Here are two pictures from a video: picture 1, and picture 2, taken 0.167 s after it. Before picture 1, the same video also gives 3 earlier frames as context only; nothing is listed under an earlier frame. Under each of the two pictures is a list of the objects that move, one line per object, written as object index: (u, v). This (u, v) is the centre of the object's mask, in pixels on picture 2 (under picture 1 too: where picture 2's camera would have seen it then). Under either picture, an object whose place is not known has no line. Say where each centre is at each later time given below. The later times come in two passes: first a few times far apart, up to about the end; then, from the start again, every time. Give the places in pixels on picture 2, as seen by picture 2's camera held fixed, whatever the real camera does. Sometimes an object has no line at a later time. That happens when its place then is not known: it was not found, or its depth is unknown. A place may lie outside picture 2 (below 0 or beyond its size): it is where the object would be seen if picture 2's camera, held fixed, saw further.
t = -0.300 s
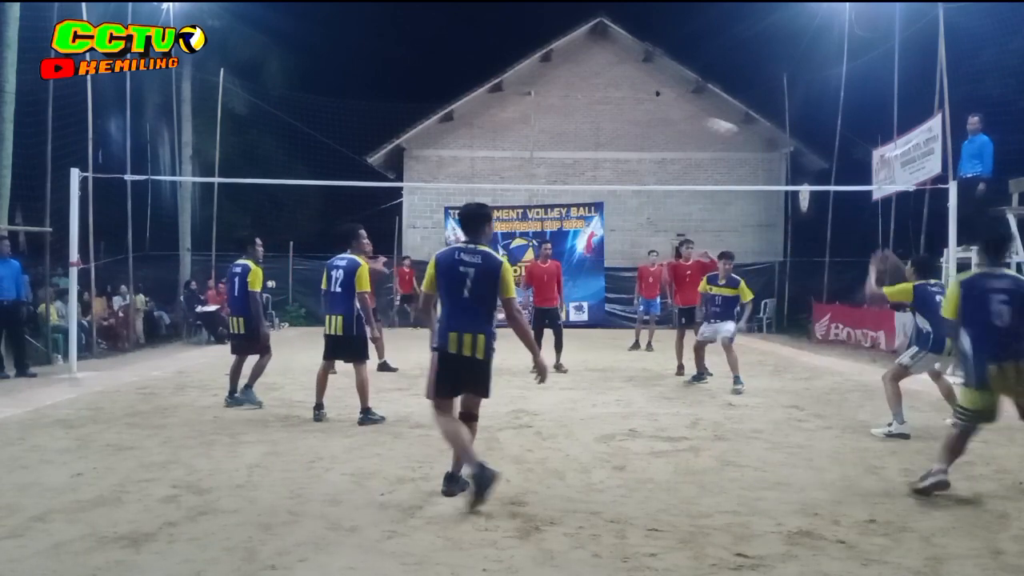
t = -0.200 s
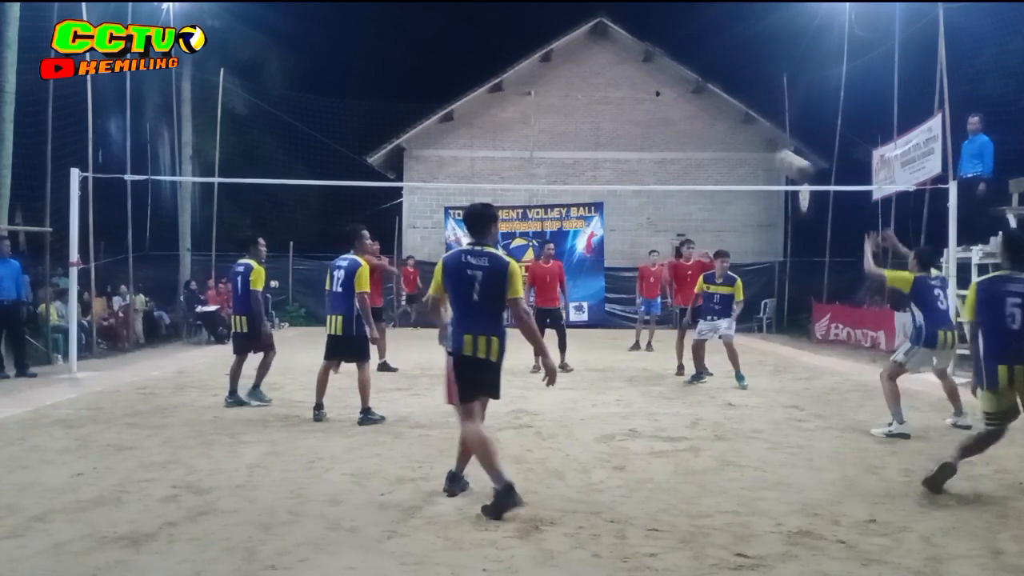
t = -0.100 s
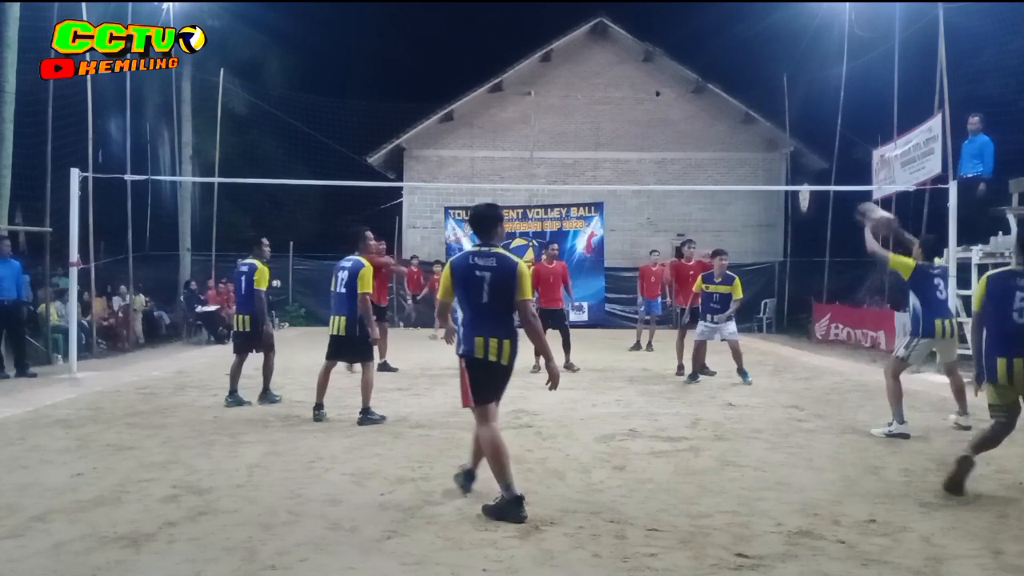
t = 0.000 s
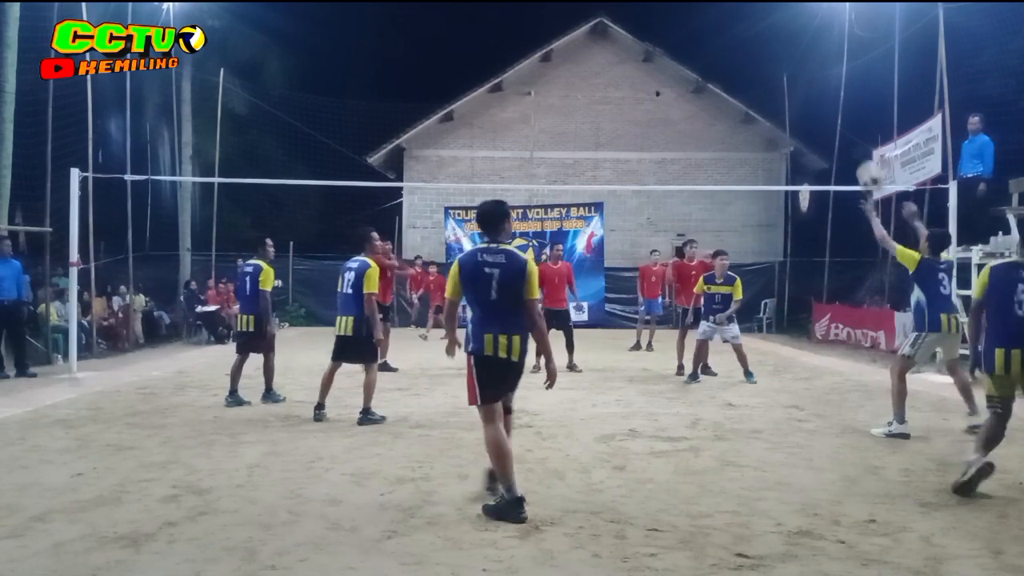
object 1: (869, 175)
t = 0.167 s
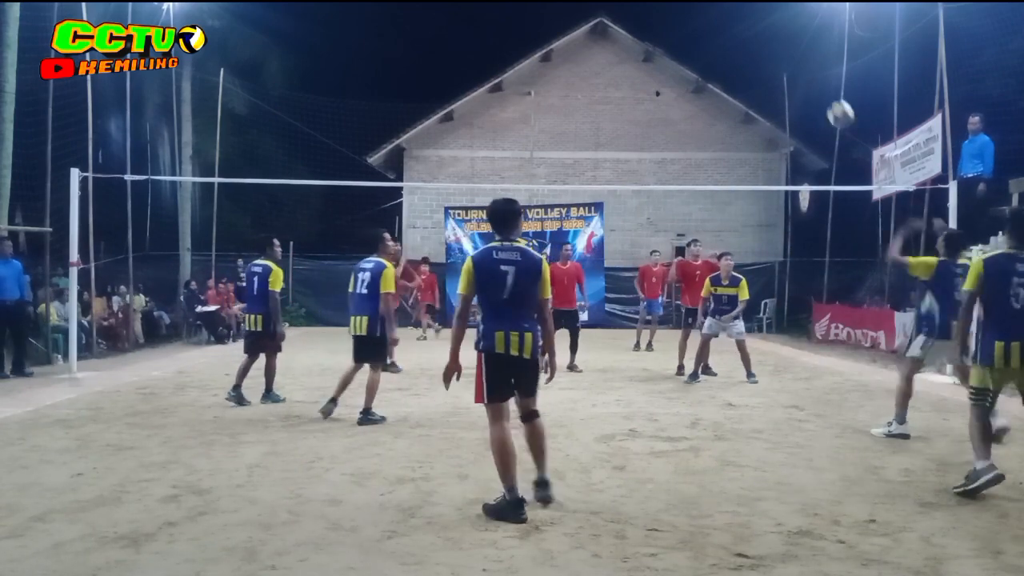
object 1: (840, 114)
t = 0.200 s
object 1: (835, 106)
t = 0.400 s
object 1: (804, 85)
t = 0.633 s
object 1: (771, 109)
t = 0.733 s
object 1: (759, 132)
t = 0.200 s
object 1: (835, 106)
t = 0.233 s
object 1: (829, 100)
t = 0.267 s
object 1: (824, 94)
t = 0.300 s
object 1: (819, 90)
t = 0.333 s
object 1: (813, 87)
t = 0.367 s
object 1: (809, 85)
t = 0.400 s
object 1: (804, 85)
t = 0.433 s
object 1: (799, 86)
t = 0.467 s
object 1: (794, 87)
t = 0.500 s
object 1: (789, 90)
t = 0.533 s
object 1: (784, 93)
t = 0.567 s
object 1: (781, 98)
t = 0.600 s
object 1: (776, 104)
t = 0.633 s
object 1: (771, 109)
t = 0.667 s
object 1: (767, 116)
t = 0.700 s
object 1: (763, 123)
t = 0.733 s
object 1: (759, 132)
